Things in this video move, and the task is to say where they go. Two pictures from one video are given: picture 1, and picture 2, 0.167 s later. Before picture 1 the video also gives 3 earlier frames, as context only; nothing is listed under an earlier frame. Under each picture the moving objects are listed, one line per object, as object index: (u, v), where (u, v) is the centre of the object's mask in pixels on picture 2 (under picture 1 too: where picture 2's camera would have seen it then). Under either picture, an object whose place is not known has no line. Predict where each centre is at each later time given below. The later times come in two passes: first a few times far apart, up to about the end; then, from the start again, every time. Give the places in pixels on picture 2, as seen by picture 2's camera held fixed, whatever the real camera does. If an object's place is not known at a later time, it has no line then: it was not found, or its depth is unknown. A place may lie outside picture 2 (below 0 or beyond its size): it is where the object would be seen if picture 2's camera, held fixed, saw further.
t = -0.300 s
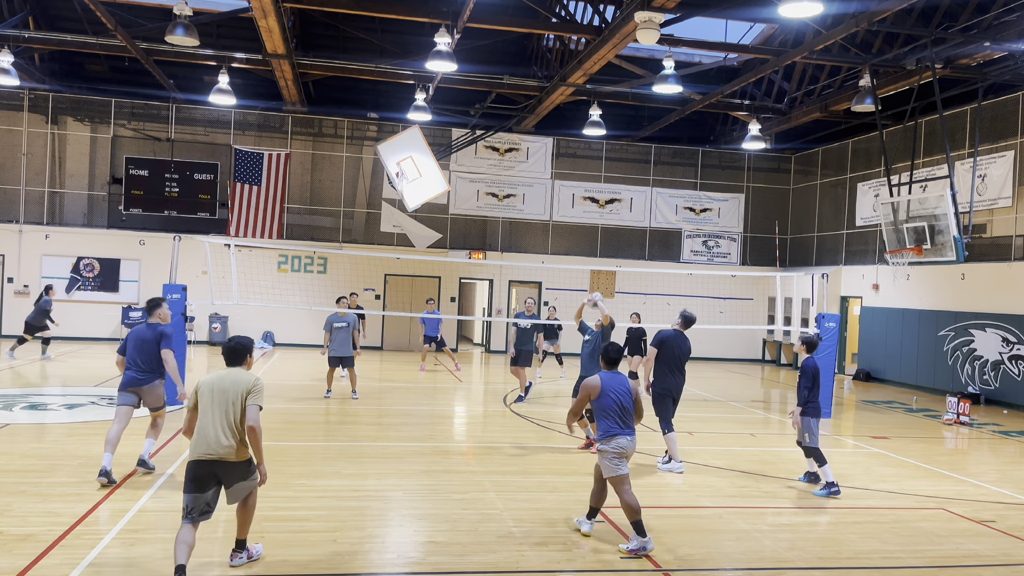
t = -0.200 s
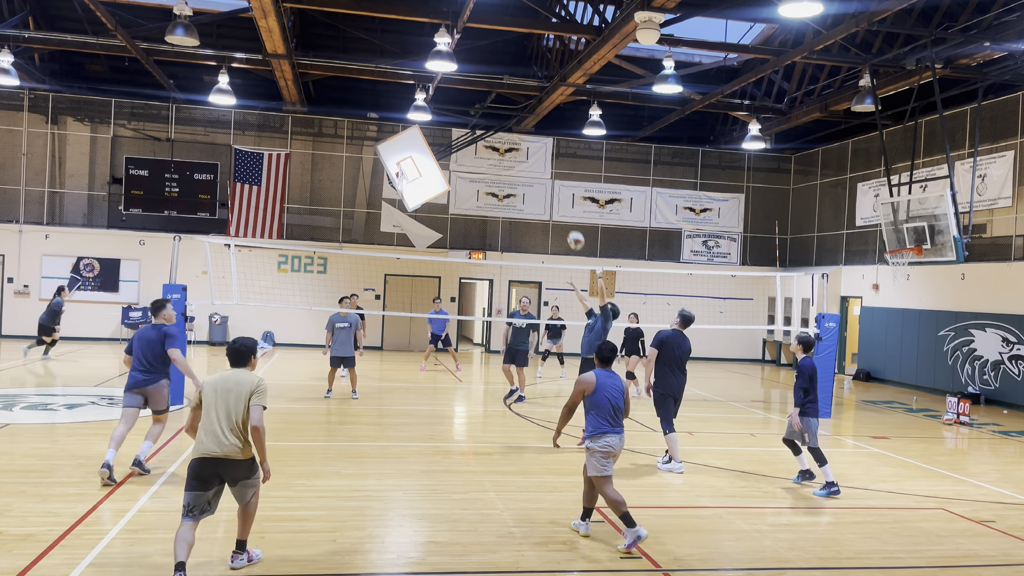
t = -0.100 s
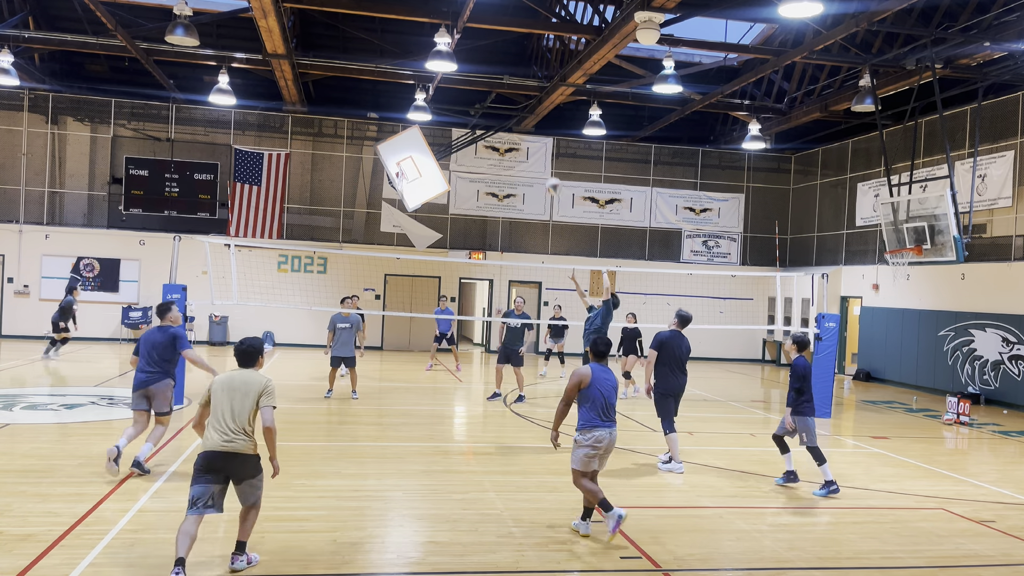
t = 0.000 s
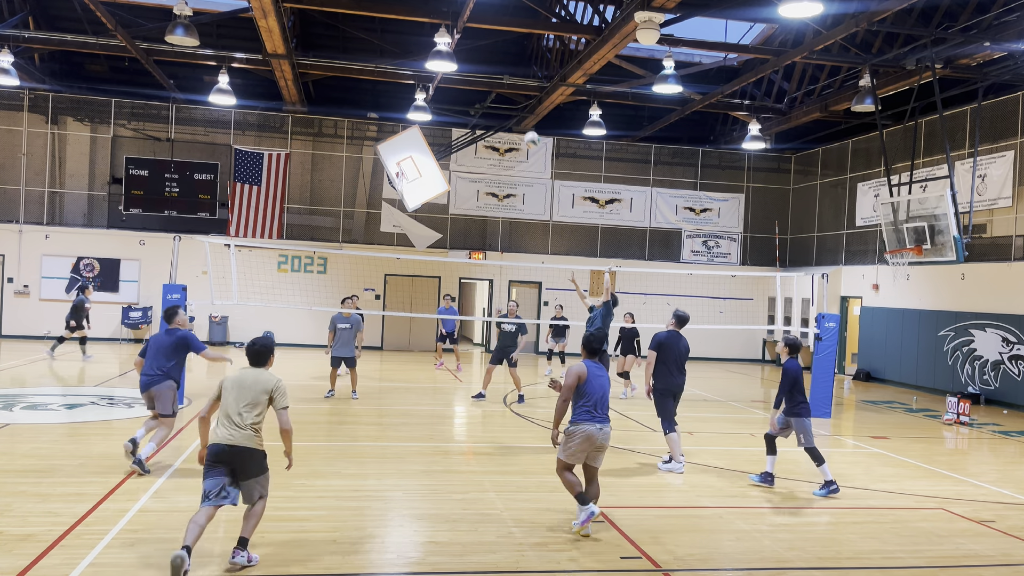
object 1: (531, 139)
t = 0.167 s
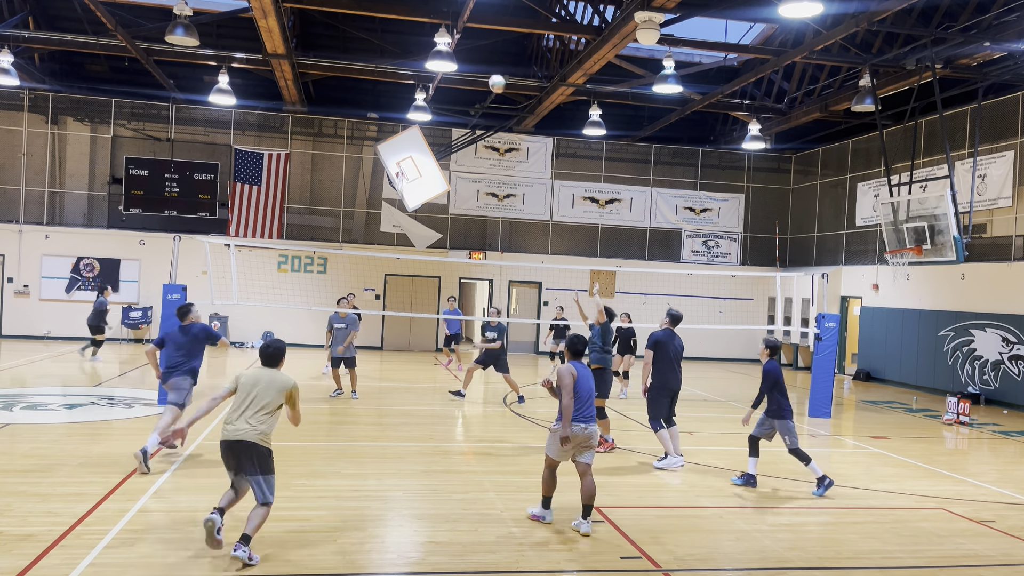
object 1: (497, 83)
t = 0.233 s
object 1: (483, 67)
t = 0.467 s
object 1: (435, 38)
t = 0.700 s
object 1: (387, 51)
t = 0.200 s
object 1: (490, 75)
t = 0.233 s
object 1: (483, 67)
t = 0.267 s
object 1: (476, 60)
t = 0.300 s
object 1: (469, 54)
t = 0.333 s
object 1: (462, 50)
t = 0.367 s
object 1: (456, 46)
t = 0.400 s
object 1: (449, 43)
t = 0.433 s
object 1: (442, 39)
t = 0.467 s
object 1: (435, 38)
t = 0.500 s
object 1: (428, 38)
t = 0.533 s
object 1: (421, 38)
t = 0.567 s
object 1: (414, 40)
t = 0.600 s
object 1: (407, 41)
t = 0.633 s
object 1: (400, 44)
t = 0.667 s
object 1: (394, 47)
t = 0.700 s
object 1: (387, 51)
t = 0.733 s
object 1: (380, 56)
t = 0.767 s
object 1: (373, 61)
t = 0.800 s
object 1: (367, 68)
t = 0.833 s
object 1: (360, 76)
